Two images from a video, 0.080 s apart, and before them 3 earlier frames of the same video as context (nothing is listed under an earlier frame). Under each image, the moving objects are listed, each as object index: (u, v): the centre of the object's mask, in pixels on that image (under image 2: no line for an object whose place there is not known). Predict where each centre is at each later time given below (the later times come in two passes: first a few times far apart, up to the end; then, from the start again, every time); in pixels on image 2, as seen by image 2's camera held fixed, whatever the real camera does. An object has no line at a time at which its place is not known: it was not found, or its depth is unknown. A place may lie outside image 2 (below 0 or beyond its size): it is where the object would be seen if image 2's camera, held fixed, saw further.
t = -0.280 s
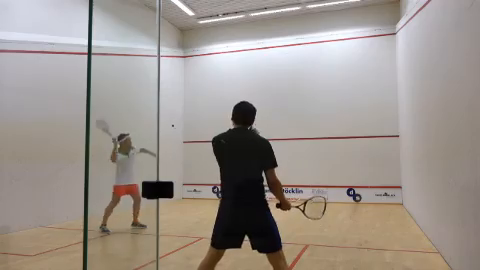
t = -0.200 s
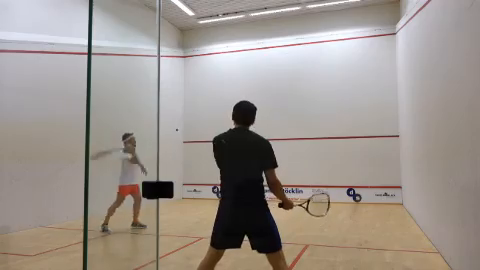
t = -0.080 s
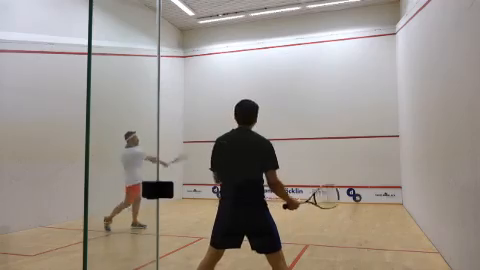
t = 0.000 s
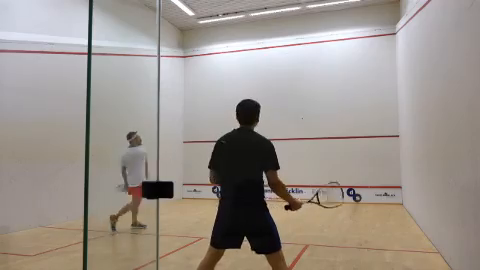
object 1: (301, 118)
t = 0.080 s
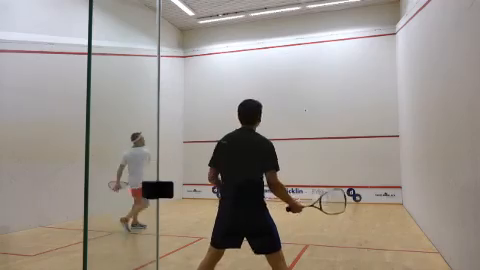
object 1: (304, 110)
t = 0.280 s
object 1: (316, 95)
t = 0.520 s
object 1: (348, 97)
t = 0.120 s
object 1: (306, 106)
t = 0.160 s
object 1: (308, 102)
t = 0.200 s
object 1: (310, 101)
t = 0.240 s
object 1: (313, 98)
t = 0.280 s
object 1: (316, 95)
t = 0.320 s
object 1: (320, 93)
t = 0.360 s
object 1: (324, 92)
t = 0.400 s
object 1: (328, 92)
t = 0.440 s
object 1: (333, 93)
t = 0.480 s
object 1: (340, 94)
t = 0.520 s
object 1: (348, 97)
